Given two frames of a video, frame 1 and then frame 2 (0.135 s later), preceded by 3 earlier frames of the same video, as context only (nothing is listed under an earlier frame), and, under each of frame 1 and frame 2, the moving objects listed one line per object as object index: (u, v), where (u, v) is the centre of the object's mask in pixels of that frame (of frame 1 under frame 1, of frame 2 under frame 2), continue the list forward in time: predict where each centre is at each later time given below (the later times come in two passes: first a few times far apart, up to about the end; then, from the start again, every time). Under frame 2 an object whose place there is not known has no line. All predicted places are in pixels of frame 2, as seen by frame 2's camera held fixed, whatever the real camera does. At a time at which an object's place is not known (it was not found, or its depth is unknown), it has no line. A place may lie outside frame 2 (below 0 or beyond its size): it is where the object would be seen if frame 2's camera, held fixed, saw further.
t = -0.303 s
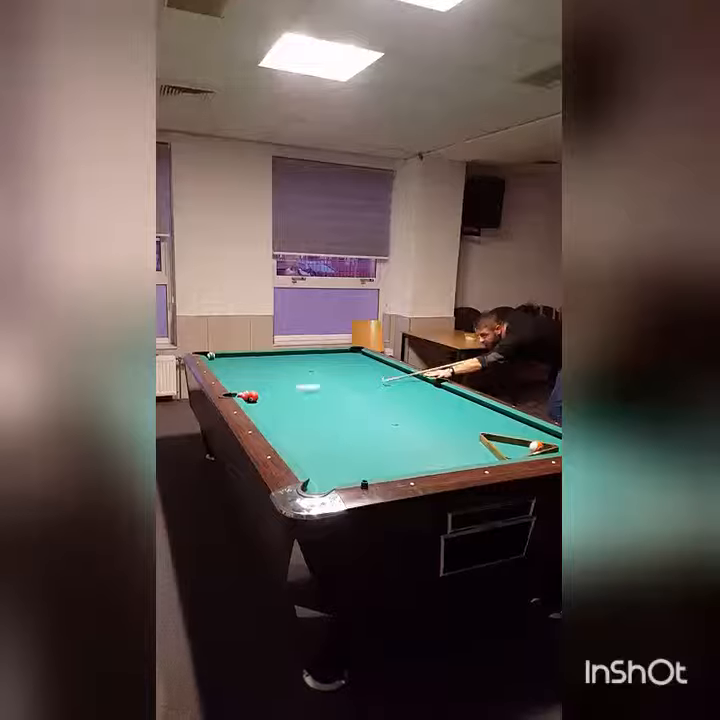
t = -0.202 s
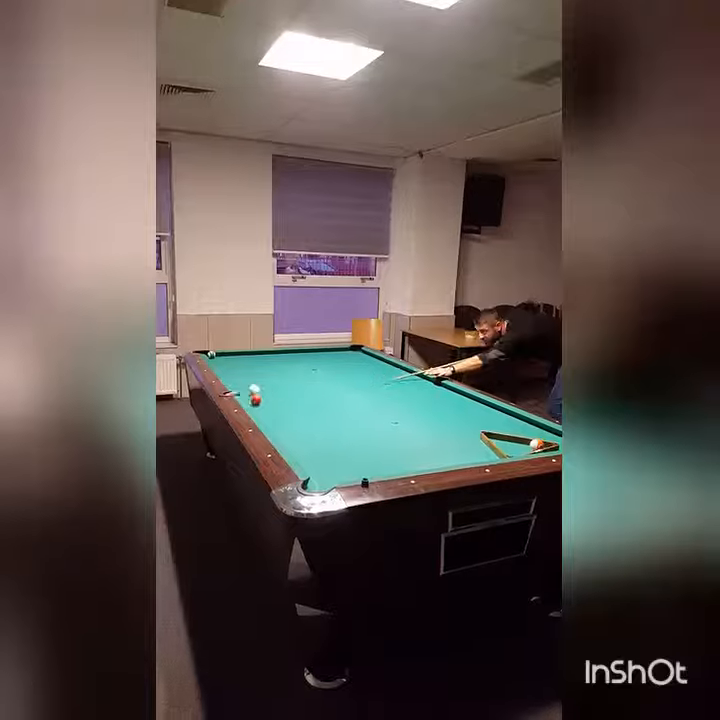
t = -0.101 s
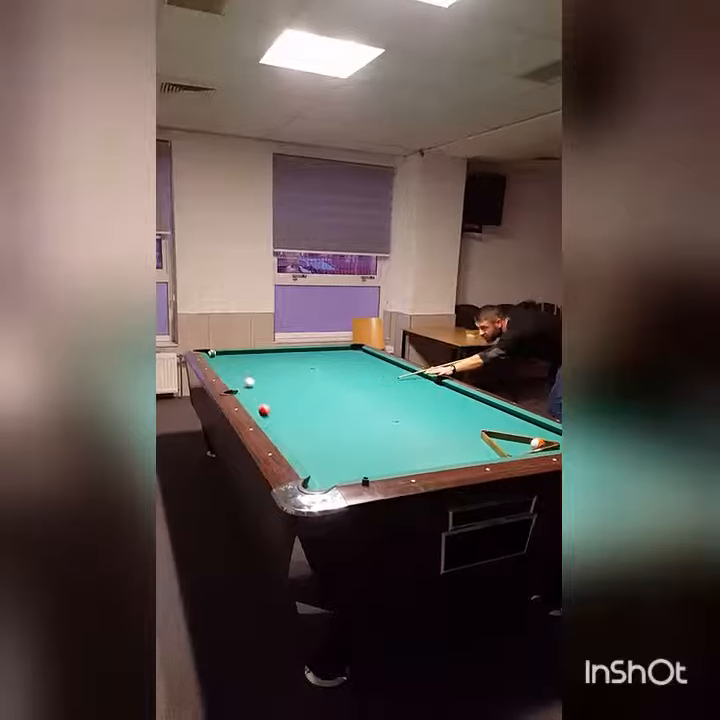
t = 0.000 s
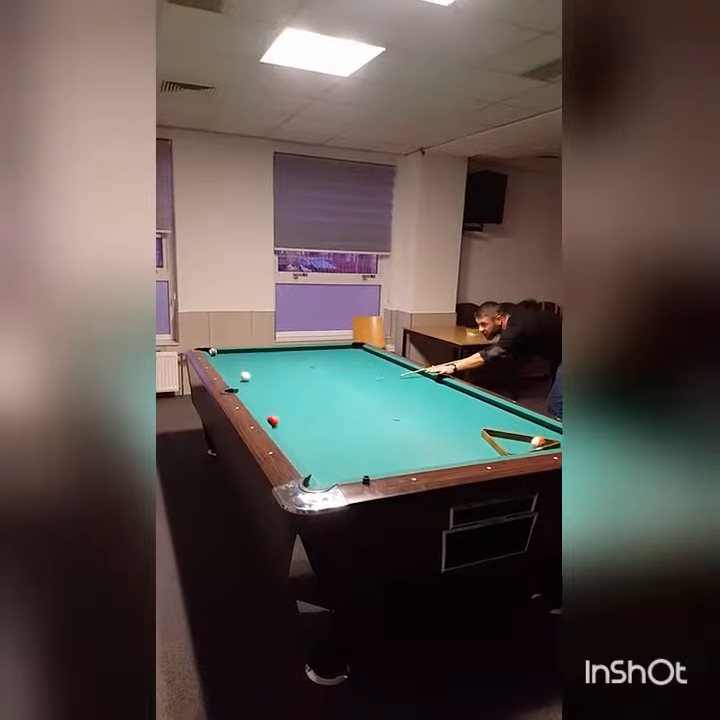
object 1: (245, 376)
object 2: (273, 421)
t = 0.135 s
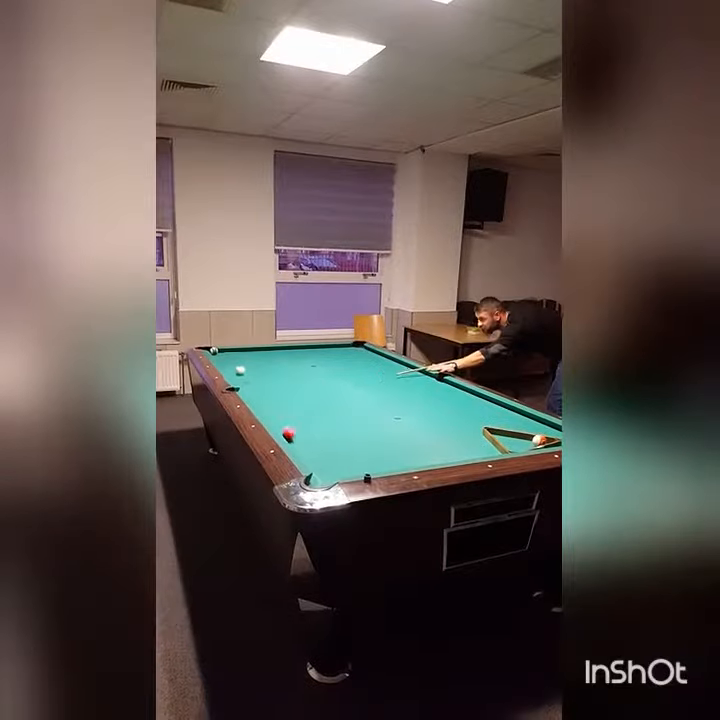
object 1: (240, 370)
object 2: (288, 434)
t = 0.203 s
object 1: (236, 367)
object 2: (297, 443)
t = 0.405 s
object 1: (228, 360)
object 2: (329, 472)
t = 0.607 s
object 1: (222, 354)
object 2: (331, 477)
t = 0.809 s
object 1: (223, 350)
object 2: (317, 477)
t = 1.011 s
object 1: (236, 349)
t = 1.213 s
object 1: (247, 351)
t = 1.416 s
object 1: (258, 352)
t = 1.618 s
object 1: (269, 352)
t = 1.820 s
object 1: (279, 353)
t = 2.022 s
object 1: (290, 354)
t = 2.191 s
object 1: (298, 355)
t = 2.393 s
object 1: (308, 356)
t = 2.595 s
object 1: (317, 357)
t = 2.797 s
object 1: (326, 358)
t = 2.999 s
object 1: (336, 358)
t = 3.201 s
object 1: (345, 359)
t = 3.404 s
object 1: (353, 360)
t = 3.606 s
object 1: (361, 360)
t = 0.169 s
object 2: (293, 439)
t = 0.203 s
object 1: (236, 367)
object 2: (297, 443)
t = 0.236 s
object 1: (235, 366)
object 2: (302, 447)
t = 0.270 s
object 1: (234, 365)
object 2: (307, 452)
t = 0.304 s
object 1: (233, 363)
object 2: (312, 457)
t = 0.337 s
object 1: (231, 362)
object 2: (317, 462)
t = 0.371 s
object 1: (230, 361)
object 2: (323, 468)
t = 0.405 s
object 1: (228, 360)
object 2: (329, 472)
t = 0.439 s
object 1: (227, 359)
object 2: (334, 475)
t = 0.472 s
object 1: (226, 358)
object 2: (326, 476)
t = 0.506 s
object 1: (225, 357)
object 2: (318, 478)
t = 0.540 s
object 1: (224, 356)
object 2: (324, 478)
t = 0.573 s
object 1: (224, 355)
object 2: (329, 477)
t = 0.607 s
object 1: (222, 354)
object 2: (331, 477)
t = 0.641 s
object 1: (221, 353)
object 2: (328, 478)
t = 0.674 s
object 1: (219, 352)
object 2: (325, 478)
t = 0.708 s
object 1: (218, 351)
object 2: (324, 478)
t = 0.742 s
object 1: (220, 351)
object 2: (321, 478)
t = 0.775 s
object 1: (222, 350)
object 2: (318, 477)
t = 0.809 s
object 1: (223, 350)
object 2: (317, 477)
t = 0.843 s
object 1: (224, 349)
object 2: (318, 477)
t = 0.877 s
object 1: (226, 349)
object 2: (319, 477)
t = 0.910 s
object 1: (228, 349)
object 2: (320, 478)
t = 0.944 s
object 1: (232, 349)
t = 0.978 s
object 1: (234, 349)
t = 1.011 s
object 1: (236, 349)
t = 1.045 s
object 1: (238, 349)
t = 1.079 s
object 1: (239, 350)
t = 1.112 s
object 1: (242, 350)
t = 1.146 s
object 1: (244, 350)
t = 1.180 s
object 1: (245, 350)
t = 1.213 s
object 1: (247, 351)
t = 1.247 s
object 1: (249, 350)
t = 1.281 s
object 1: (251, 351)
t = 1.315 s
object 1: (253, 351)
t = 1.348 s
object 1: (254, 351)
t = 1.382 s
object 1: (257, 351)
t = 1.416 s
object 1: (258, 352)
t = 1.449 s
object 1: (260, 352)
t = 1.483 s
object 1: (262, 352)
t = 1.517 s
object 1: (264, 352)
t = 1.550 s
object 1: (266, 352)
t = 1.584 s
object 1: (267, 352)
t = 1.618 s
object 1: (269, 352)
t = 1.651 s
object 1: (271, 352)
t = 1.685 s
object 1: (273, 353)
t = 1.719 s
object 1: (274, 353)
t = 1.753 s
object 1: (276, 353)
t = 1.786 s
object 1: (278, 353)
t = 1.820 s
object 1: (279, 353)
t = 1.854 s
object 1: (281, 354)
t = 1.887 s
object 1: (283, 354)
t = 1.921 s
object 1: (285, 354)
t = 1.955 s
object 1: (287, 354)
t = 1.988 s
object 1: (288, 354)
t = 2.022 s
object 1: (290, 354)
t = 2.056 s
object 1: (291, 355)
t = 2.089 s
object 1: (293, 355)
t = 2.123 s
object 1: (295, 355)
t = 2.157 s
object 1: (296, 355)
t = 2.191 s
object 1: (298, 355)
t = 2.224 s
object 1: (300, 355)
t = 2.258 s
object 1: (301, 355)
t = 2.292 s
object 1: (303, 355)
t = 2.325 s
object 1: (304, 356)
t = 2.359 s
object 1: (306, 356)
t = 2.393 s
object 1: (308, 356)
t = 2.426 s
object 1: (309, 356)
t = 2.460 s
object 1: (311, 356)
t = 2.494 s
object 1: (312, 357)
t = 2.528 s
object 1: (314, 356)
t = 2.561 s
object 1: (316, 356)
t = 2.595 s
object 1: (317, 357)
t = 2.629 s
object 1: (319, 357)
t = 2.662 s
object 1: (321, 357)
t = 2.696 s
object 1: (322, 358)
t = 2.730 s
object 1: (324, 358)
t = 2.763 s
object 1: (325, 358)
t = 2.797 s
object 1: (326, 358)
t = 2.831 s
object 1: (329, 358)
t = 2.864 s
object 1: (329, 358)
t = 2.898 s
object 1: (331, 358)
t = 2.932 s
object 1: (333, 358)
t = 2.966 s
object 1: (335, 359)
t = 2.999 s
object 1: (336, 358)
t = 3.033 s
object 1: (337, 359)
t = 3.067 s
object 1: (339, 359)
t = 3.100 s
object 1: (340, 359)
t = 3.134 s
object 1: (342, 359)
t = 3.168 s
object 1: (343, 359)
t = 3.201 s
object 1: (345, 359)
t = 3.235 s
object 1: (346, 359)
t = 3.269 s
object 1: (346, 359)
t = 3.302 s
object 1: (349, 359)
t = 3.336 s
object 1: (350, 360)
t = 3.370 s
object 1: (351, 359)
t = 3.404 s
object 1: (353, 360)
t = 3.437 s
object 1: (354, 359)
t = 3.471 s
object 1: (356, 360)
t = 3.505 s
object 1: (357, 360)
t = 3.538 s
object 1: (358, 360)
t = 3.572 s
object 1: (359, 360)
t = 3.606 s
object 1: (361, 360)
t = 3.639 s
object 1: (363, 360)
